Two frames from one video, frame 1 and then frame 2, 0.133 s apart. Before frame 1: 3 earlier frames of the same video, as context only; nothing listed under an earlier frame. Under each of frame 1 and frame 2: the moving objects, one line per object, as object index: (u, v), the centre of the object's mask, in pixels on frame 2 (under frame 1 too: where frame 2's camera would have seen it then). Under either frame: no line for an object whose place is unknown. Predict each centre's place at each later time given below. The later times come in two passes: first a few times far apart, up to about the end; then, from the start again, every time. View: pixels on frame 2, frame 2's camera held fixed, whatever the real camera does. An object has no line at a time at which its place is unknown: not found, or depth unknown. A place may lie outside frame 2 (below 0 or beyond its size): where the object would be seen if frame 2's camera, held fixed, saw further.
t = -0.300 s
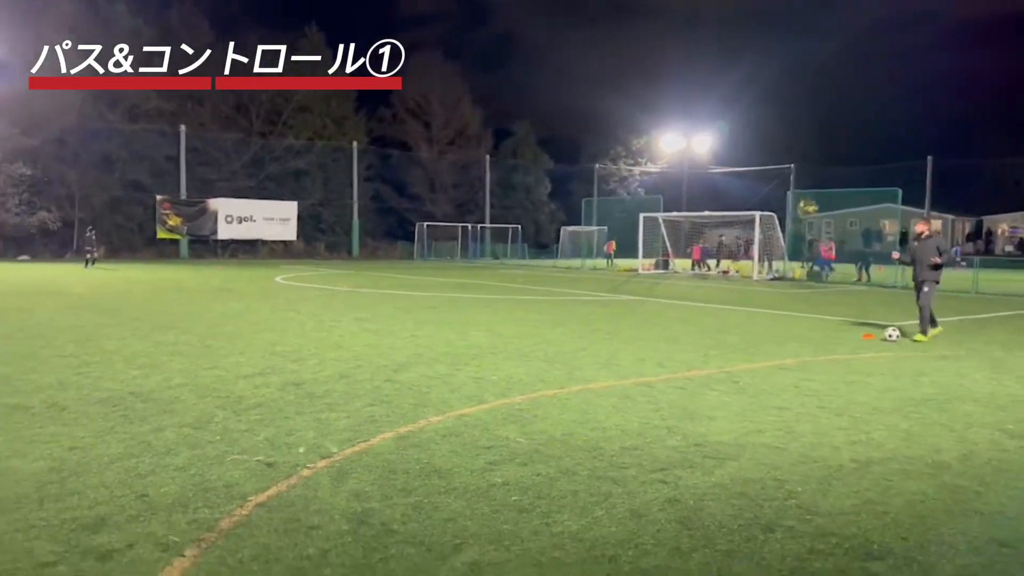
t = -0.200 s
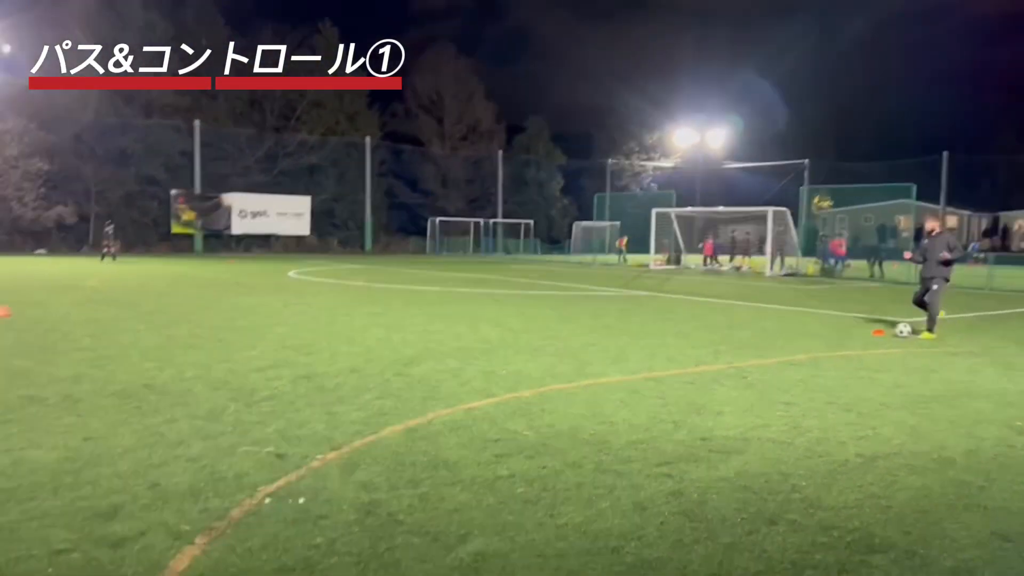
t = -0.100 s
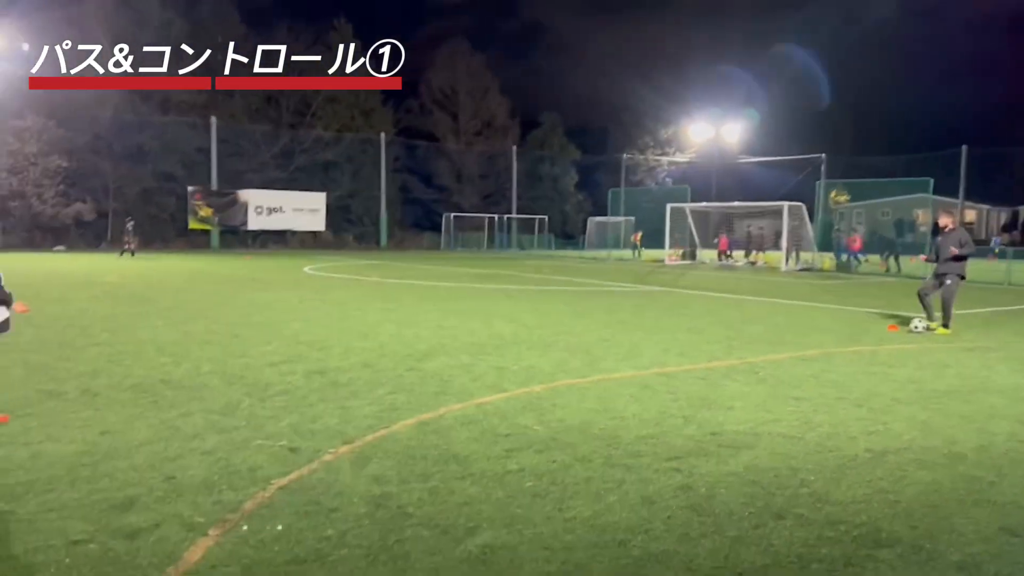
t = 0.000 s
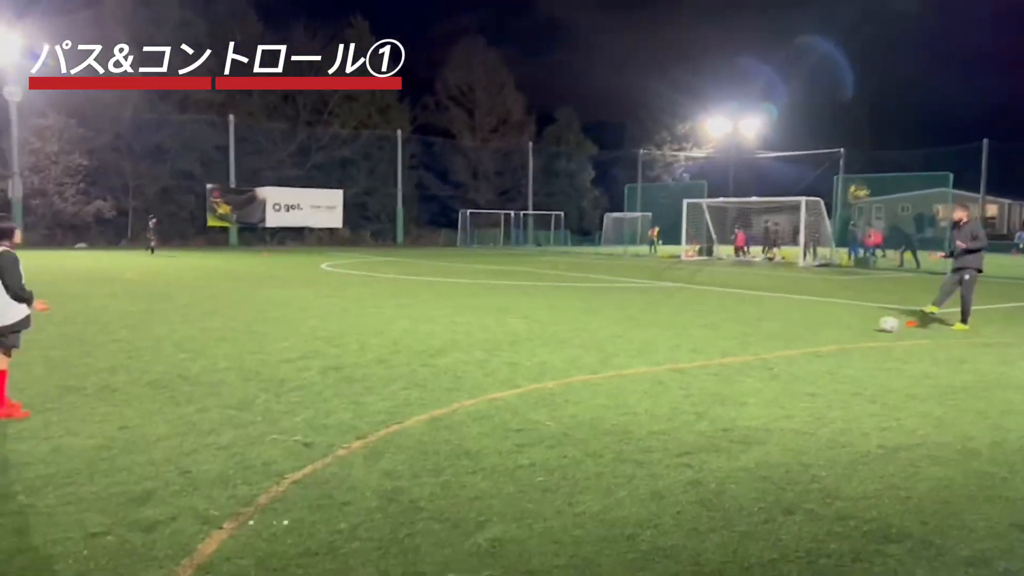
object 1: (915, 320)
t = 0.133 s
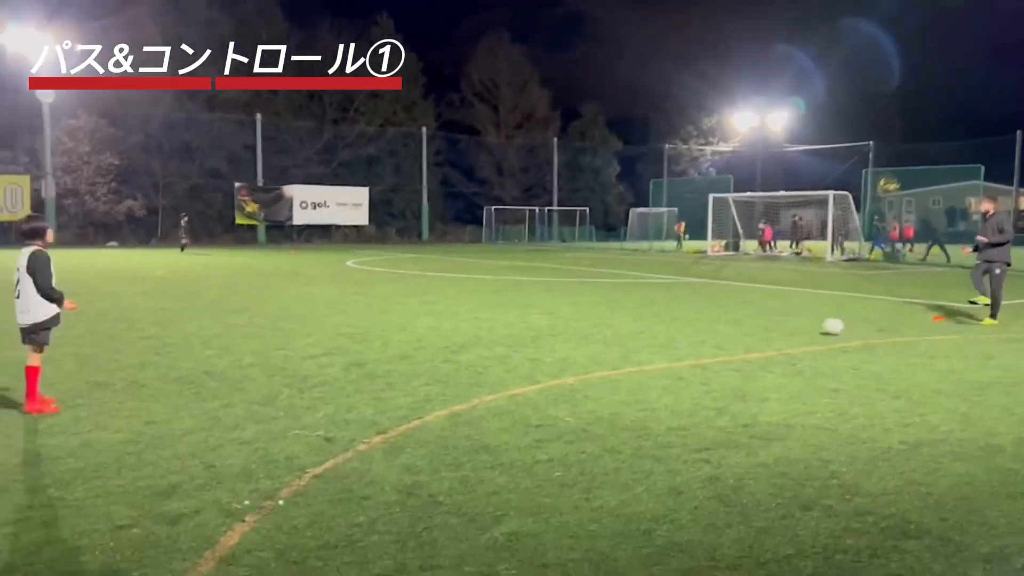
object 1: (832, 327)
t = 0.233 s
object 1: (766, 333)
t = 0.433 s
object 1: (622, 346)
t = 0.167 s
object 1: (810, 329)
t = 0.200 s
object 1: (789, 331)
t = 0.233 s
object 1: (766, 333)
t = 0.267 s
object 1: (743, 335)
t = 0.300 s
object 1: (720, 337)
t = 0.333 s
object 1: (696, 339)
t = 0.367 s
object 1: (672, 341)
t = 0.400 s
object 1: (647, 343)
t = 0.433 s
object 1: (622, 346)
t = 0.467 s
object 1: (597, 347)
